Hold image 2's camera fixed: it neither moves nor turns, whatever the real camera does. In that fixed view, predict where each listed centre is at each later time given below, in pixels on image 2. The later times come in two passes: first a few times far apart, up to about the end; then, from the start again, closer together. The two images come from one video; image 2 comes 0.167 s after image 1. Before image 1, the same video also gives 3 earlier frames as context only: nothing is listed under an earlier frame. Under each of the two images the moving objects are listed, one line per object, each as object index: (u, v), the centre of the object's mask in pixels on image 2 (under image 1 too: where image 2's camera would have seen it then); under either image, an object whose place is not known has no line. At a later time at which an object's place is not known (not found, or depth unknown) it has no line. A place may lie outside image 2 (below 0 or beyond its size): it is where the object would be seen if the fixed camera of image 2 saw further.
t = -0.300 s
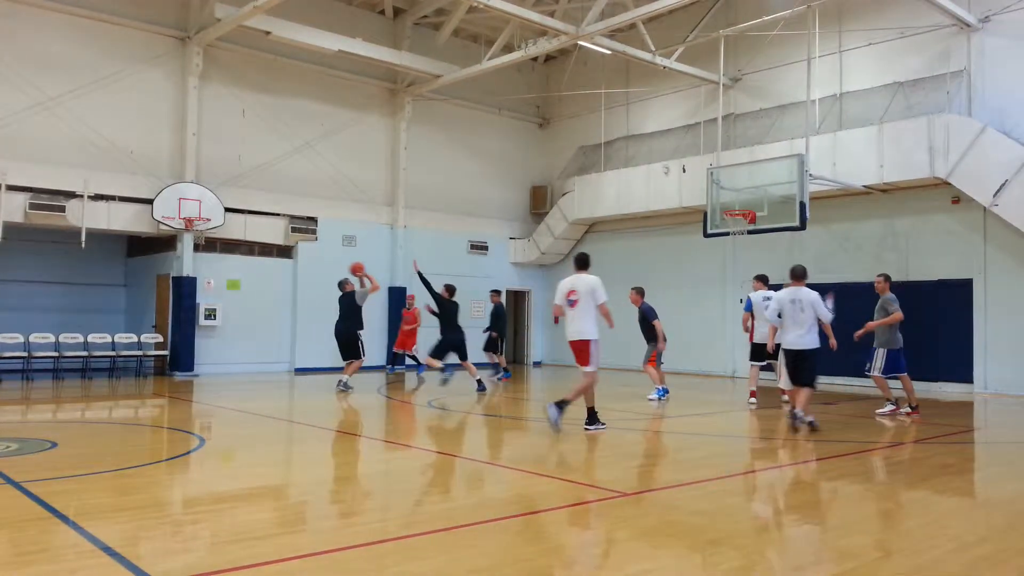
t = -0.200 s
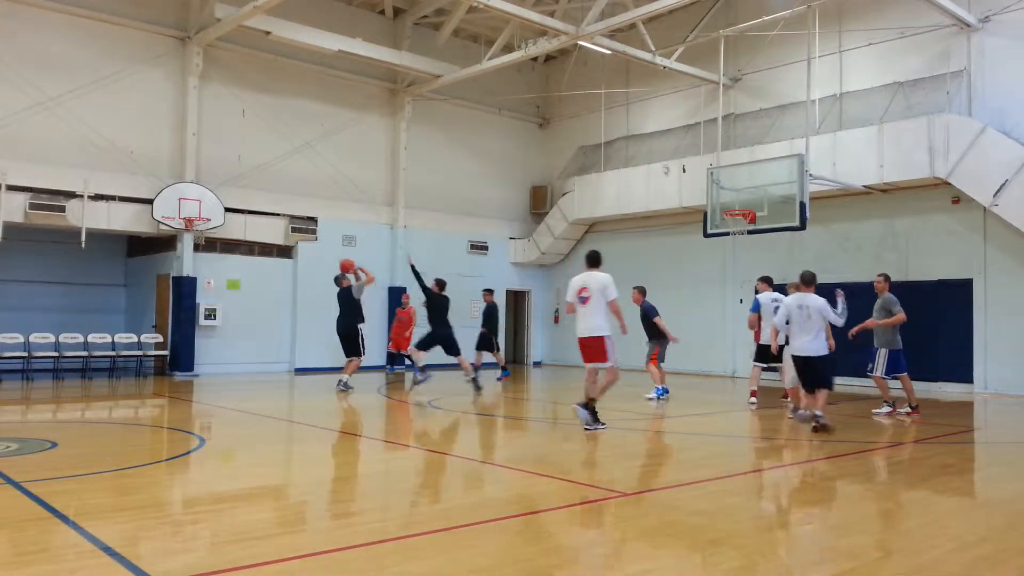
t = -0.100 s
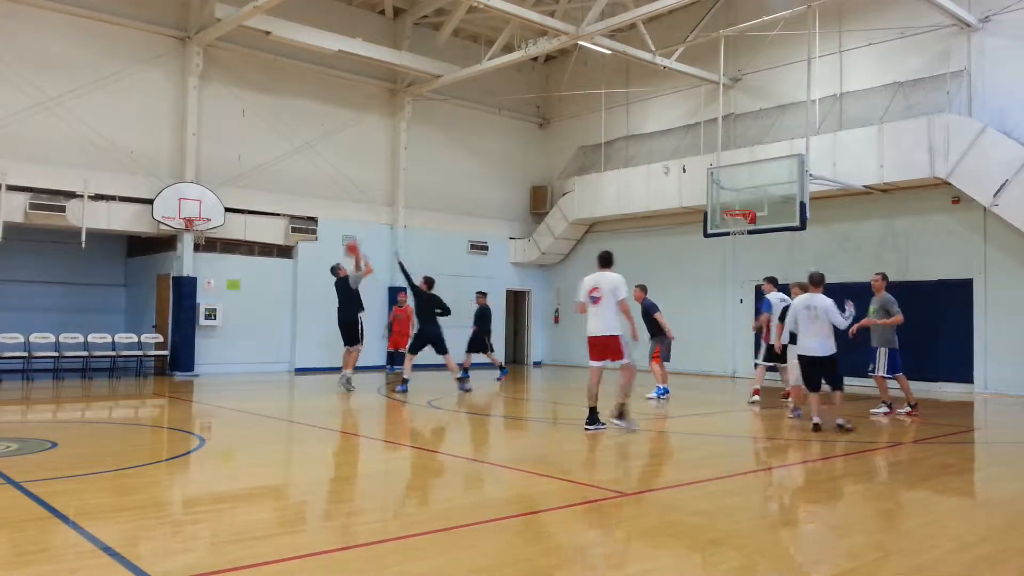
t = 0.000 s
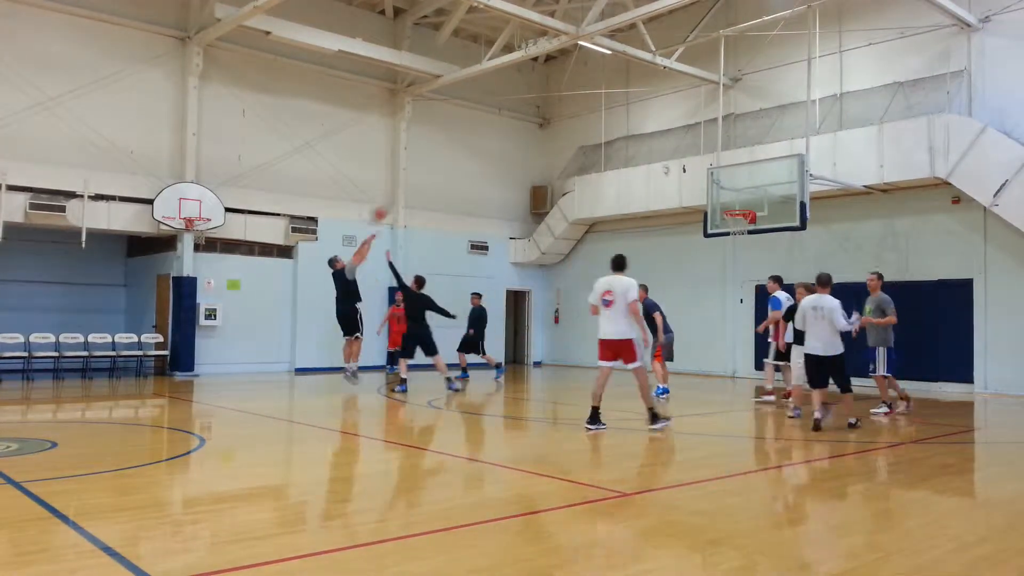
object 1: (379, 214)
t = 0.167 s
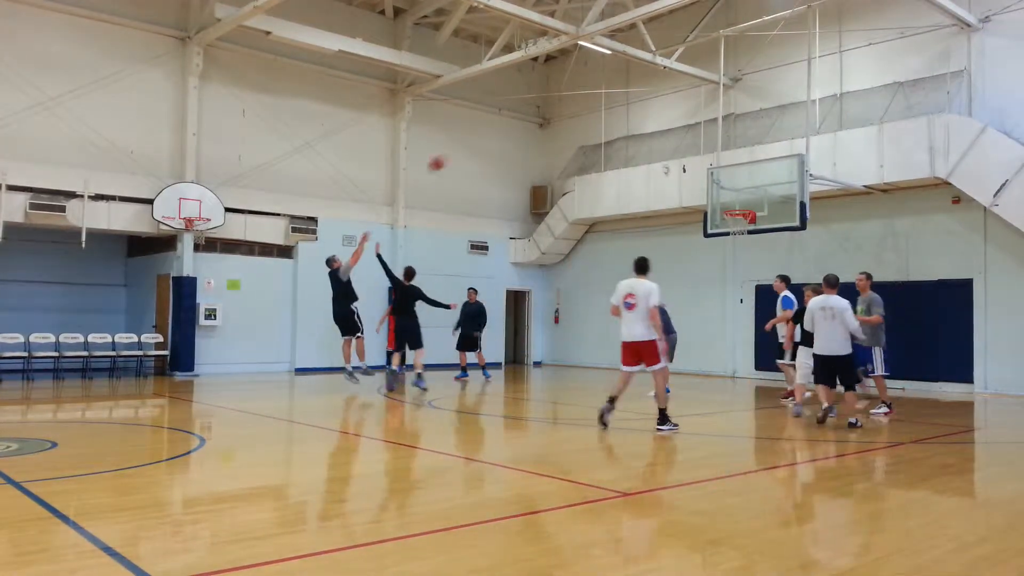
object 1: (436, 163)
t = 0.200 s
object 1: (448, 156)
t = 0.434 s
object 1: (523, 122)
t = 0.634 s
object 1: (585, 117)
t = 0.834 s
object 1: (643, 135)
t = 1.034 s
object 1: (698, 174)
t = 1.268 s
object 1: (751, 228)
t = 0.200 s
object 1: (448, 156)
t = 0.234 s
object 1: (459, 150)
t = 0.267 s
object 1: (469, 144)
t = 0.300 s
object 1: (480, 137)
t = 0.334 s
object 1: (491, 133)
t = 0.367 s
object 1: (502, 128)
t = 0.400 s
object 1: (512, 126)
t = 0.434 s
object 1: (523, 122)
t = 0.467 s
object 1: (534, 120)
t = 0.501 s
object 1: (545, 118)
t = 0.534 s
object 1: (554, 117)
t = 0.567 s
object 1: (563, 117)
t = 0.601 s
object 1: (574, 116)
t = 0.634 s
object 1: (585, 117)
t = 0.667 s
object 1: (594, 118)
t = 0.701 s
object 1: (604, 120)
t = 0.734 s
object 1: (614, 123)
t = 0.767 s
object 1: (623, 126)
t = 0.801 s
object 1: (632, 130)
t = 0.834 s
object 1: (643, 135)
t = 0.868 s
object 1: (653, 141)
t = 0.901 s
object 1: (662, 146)
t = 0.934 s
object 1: (671, 152)
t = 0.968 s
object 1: (680, 159)
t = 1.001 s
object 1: (688, 166)
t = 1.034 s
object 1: (698, 174)
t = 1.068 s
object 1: (707, 182)
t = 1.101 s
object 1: (717, 193)
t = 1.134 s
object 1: (725, 202)
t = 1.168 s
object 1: (726, 208)
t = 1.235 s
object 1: (748, 226)
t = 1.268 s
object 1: (751, 228)
